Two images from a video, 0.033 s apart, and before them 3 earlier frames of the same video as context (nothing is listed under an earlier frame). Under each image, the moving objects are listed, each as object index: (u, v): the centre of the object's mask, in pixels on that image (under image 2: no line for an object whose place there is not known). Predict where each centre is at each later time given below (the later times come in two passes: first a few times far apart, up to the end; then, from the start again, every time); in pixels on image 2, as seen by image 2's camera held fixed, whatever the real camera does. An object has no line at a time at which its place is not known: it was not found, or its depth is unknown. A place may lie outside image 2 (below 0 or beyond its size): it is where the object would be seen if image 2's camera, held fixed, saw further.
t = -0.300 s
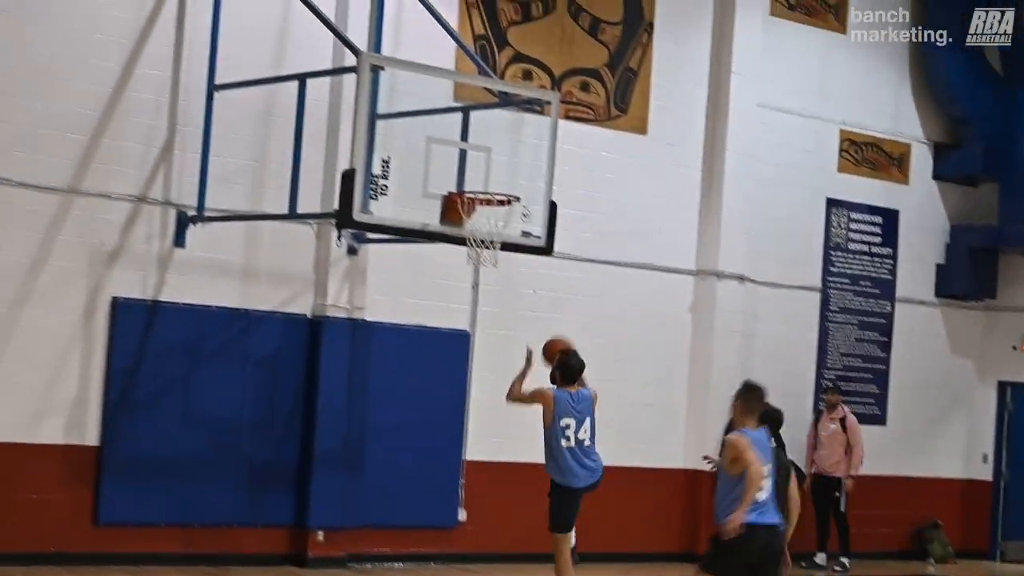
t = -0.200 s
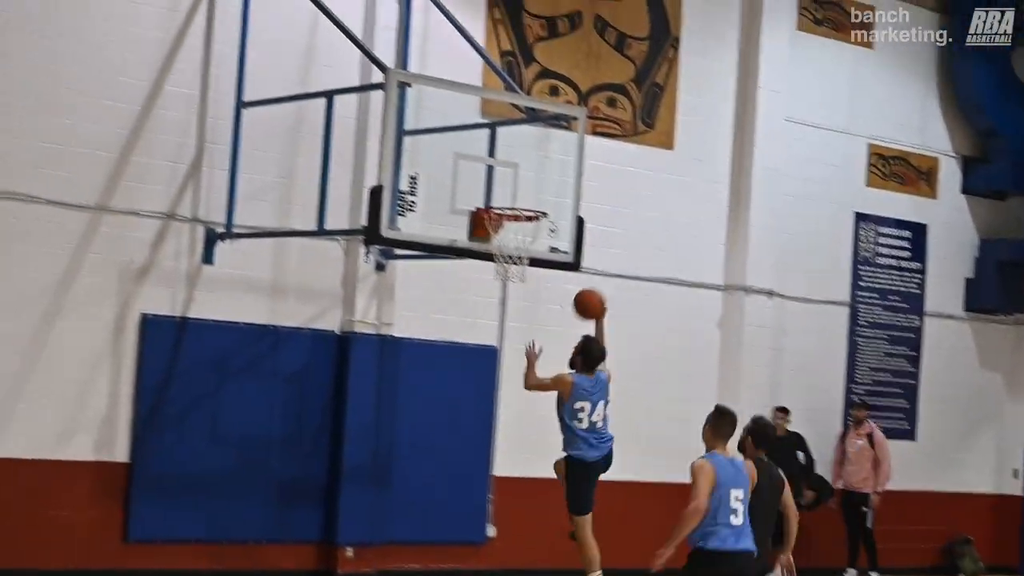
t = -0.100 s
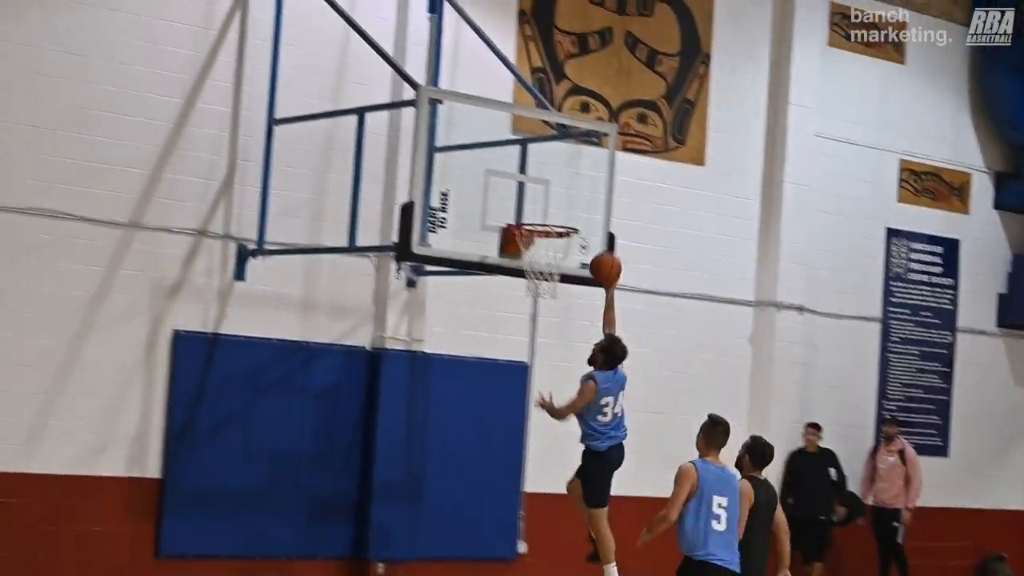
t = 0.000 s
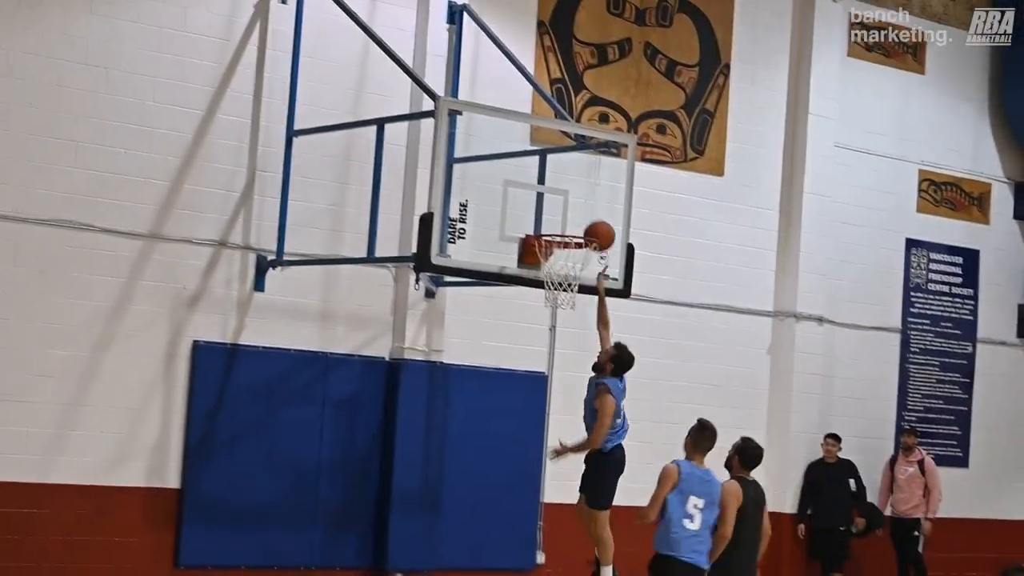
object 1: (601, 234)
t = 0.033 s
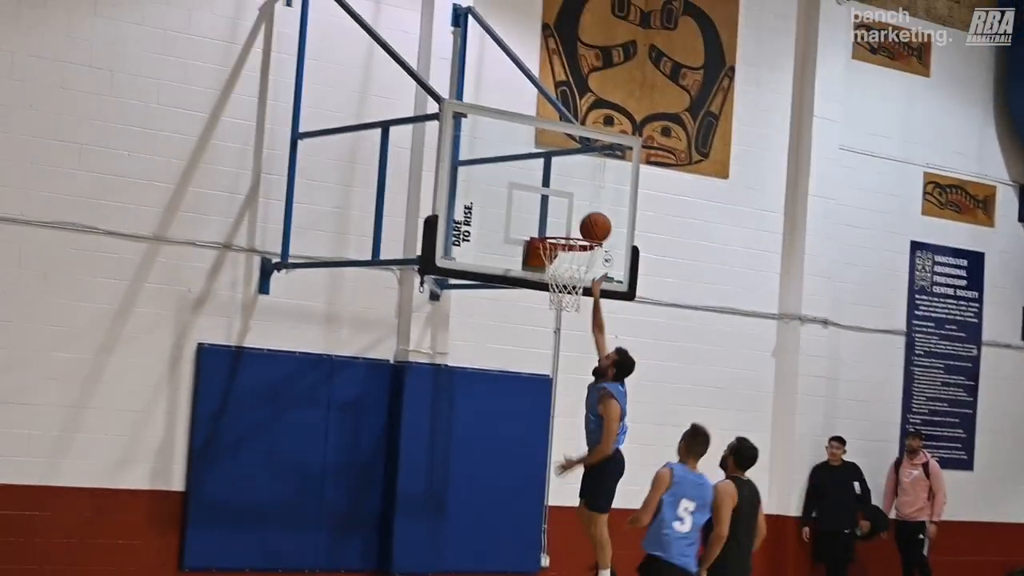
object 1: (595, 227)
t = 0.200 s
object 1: (567, 195)
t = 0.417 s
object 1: (567, 212)
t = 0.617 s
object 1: (578, 247)
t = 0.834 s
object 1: (557, 296)
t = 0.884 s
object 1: (555, 312)
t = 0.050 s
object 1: (591, 222)
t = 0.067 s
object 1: (587, 217)
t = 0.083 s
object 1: (582, 213)
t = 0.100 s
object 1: (578, 209)
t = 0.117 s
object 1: (573, 205)
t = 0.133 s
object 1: (569, 202)
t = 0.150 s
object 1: (567, 200)
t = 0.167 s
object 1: (567, 198)
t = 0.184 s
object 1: (567, 196)
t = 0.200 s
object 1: (567, 195)
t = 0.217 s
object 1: (568, 194)
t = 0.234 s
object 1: (568, 194)
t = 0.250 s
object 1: (568, 194)
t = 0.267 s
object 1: (568, 194)
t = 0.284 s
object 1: (568, 194)
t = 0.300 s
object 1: (568, 195)
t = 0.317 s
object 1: (568, 197)
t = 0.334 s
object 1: (568, 198)
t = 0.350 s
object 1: (567, 201)
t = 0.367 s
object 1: (567, 203)
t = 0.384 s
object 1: (567, 206)
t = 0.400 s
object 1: (567, 209)
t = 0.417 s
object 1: (567, 212)
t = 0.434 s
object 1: (566, 216)
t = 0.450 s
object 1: (566, 221)
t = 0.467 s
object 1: (566, 224)
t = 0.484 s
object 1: (567, 225)
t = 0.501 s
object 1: (569, 227)
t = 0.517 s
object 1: (571, 227)
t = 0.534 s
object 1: (572, 228)
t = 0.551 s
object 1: (574, 229)
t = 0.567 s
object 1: (575, 238)
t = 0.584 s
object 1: (577, 242)
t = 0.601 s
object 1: (578, 245)
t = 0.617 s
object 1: (578, 247)
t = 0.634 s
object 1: (576, 249)
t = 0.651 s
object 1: (575, 252)
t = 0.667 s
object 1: (574, 254)
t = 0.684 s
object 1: (571, 256)
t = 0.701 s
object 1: (569, 259)
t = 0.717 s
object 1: (568, 263)
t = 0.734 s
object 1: (566, 269)
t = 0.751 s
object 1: (564, 274)
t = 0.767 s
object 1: (563, 278)
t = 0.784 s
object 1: (561, 282)
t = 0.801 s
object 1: (560, 287)
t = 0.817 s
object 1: (559, 291)
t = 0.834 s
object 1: (557, 296)
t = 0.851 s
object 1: (556, 301)
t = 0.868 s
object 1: (555, 307)
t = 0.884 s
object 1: (555, 312)
